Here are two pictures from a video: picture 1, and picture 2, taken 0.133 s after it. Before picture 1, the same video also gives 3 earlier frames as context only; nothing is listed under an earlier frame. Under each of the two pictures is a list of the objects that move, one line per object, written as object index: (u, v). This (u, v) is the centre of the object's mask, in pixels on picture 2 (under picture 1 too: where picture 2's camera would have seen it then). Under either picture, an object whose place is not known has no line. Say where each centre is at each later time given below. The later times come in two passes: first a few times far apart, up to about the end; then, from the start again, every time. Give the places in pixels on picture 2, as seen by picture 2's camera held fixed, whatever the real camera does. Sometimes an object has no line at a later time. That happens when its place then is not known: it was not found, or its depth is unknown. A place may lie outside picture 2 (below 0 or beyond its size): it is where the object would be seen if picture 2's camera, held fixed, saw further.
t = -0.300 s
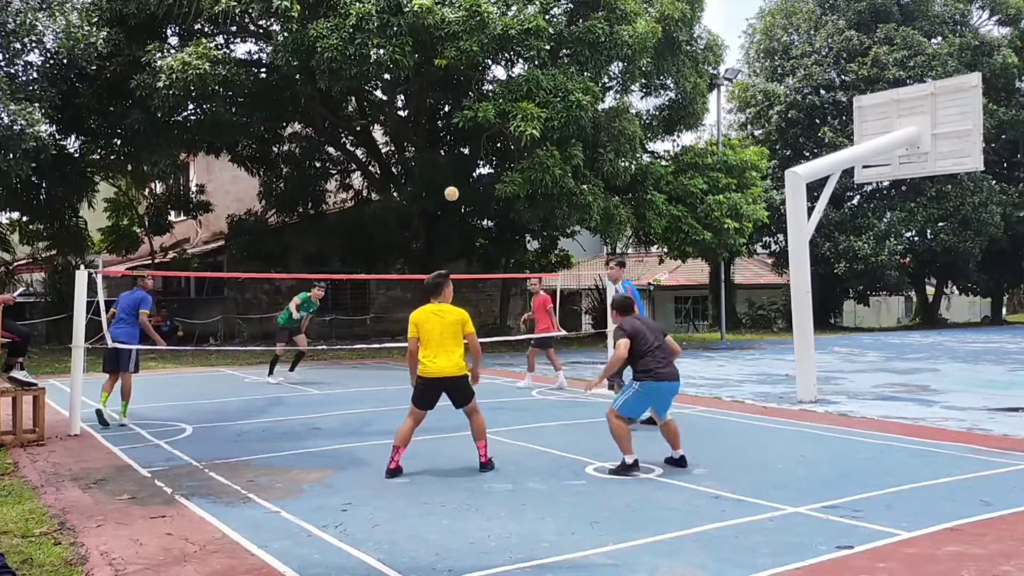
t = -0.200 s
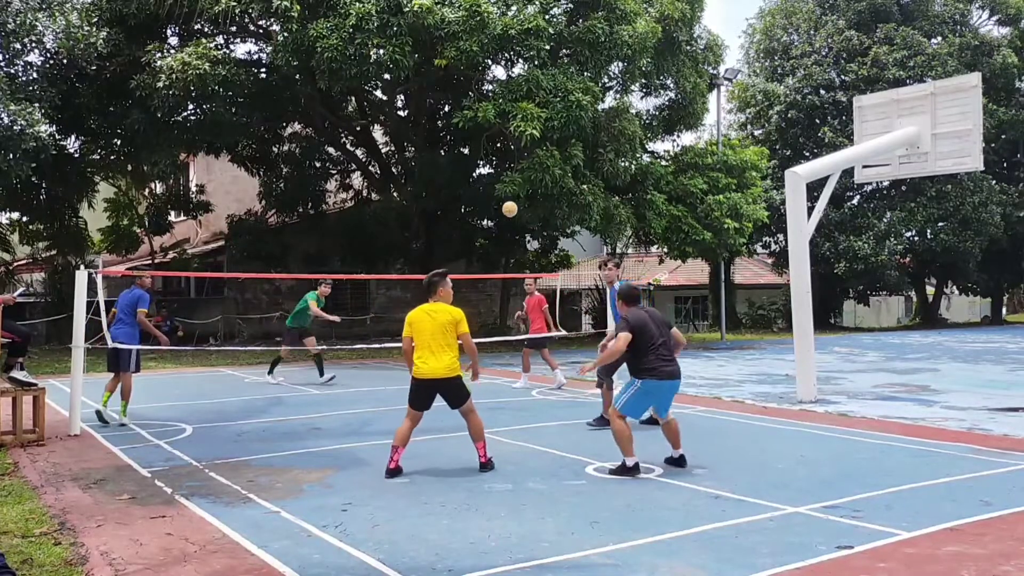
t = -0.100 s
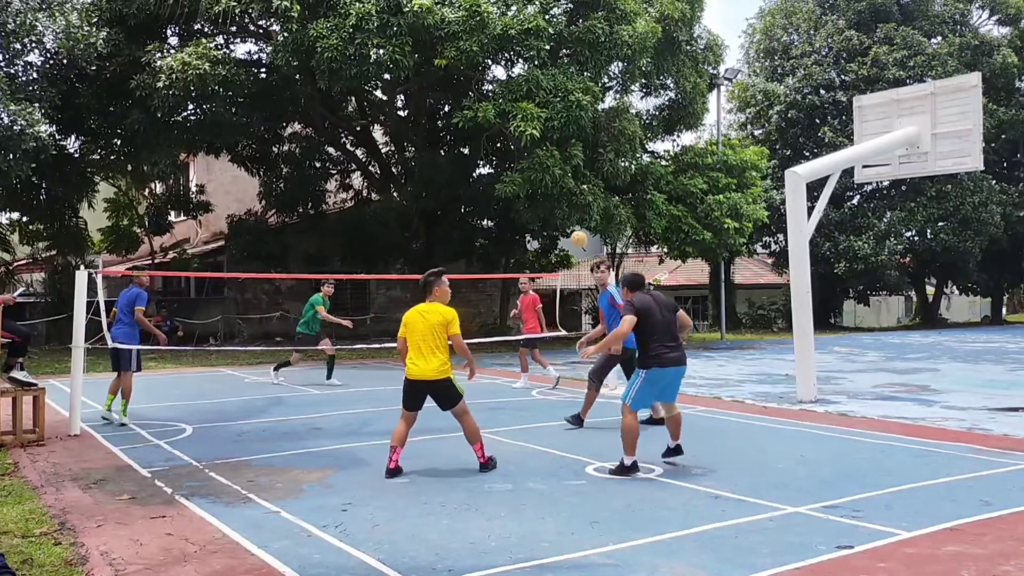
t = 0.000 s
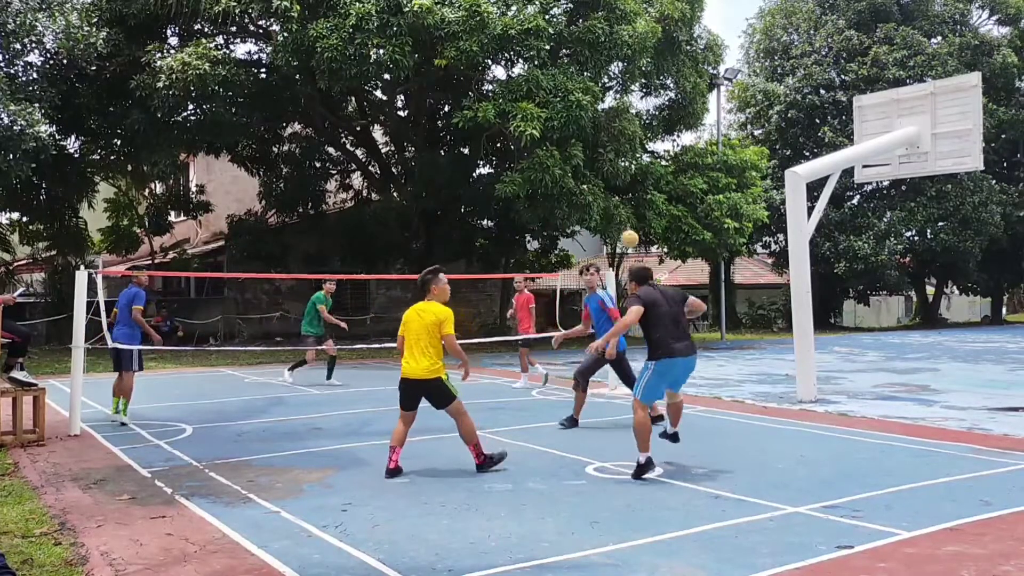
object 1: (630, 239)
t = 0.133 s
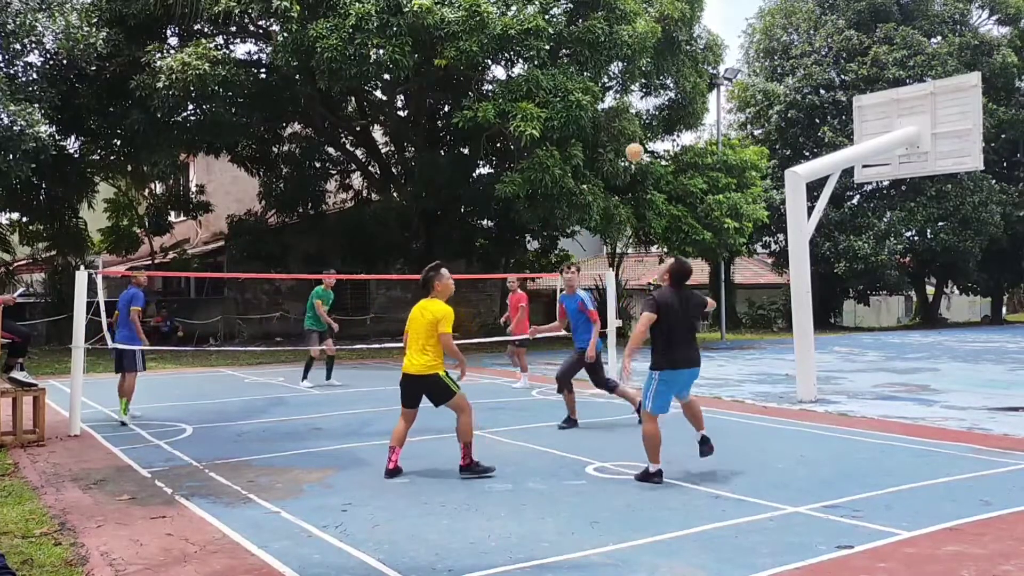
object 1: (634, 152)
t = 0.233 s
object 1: (639, 102)
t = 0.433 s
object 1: (648, 36)
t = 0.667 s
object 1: (660, 25)
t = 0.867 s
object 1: (670, 75)
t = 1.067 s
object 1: (680, 181)
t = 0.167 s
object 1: (636, 134)
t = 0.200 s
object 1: (638, 118)
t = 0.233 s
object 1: (639, 102)
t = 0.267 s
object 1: (640, 87)
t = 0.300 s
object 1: (642, 75)
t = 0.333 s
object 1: (643, 62)
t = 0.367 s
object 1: (645, 52)
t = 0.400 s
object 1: (647, 43)
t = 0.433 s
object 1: (648, 36)
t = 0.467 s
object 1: (650, 31)
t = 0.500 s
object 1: (652, 26)
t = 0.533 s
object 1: (653, 23)
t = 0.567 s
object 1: (655, 22)
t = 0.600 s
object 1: (656, 22)
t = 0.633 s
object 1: (658, 23)
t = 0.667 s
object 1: (660, 25)
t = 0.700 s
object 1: (662, 30)
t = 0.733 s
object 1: (664, 35)
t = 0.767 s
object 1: (665, 43)
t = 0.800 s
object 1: (667, 52)
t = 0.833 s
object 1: (668, 63)
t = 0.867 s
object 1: (670, 75)
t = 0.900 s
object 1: (672, 88)
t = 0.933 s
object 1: (673, 104)
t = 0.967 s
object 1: (675, 121)
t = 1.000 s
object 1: (676, 139)
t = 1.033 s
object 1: (678, 160)
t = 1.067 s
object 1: (680, 181)
